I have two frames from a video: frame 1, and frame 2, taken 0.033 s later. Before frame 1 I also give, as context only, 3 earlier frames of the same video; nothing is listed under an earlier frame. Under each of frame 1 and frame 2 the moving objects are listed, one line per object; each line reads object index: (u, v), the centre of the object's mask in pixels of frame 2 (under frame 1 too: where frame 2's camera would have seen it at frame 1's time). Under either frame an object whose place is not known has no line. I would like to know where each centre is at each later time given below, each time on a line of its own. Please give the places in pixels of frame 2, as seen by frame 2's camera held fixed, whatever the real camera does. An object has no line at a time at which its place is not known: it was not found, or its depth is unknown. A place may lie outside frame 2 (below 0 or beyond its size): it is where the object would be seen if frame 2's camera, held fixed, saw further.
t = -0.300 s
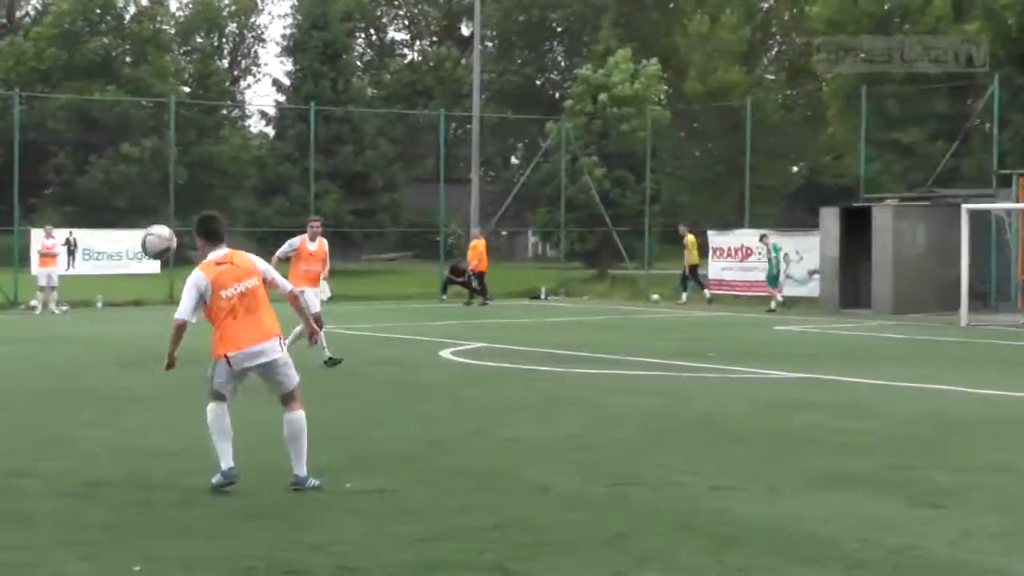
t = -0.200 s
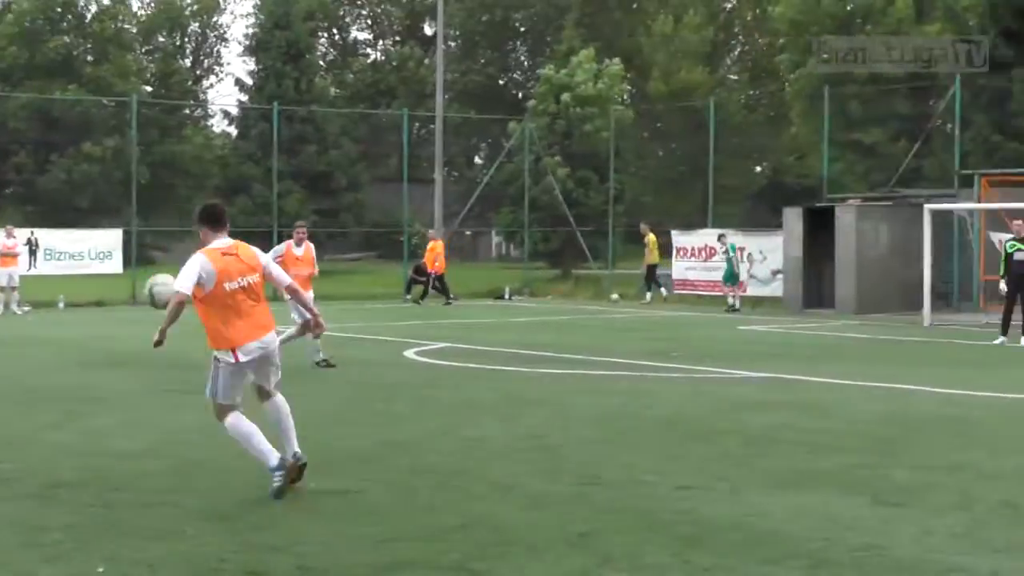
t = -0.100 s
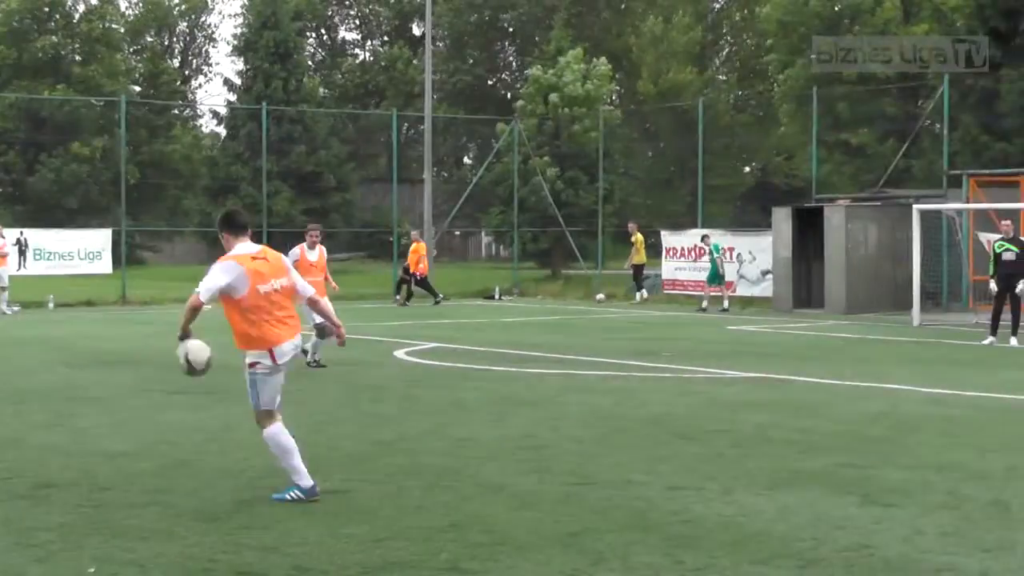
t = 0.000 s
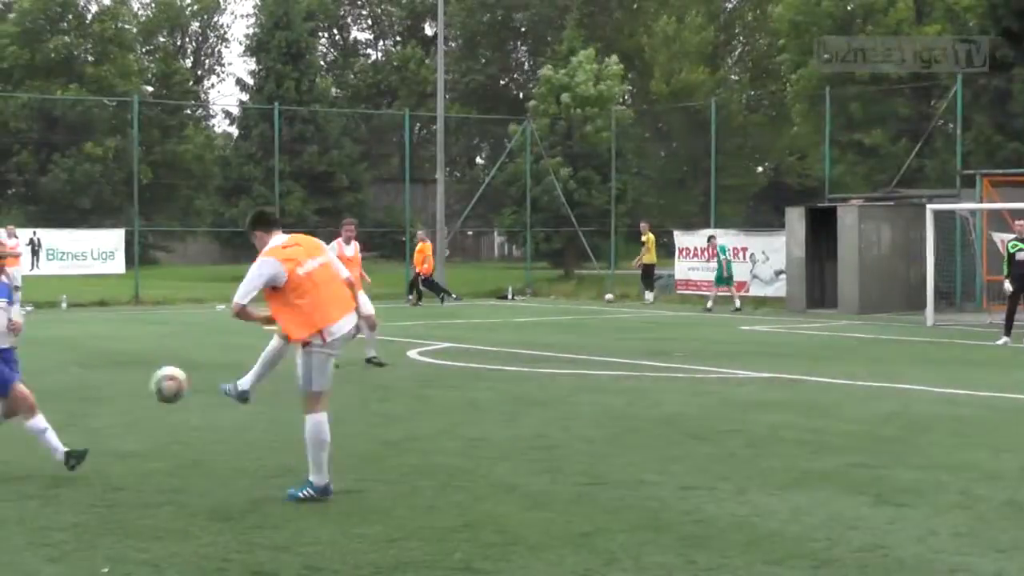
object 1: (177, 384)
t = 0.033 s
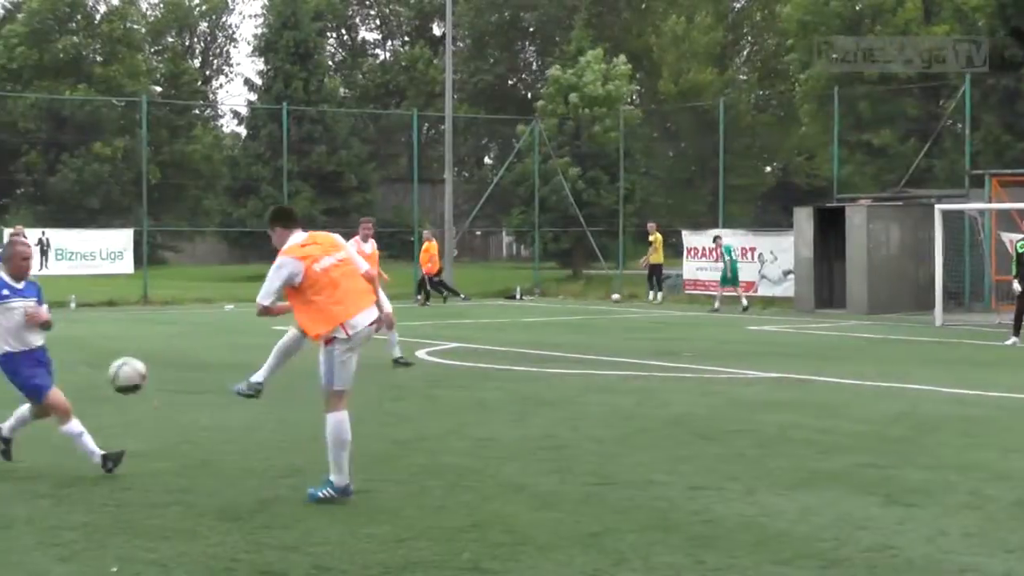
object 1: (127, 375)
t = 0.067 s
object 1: (100, 372)
